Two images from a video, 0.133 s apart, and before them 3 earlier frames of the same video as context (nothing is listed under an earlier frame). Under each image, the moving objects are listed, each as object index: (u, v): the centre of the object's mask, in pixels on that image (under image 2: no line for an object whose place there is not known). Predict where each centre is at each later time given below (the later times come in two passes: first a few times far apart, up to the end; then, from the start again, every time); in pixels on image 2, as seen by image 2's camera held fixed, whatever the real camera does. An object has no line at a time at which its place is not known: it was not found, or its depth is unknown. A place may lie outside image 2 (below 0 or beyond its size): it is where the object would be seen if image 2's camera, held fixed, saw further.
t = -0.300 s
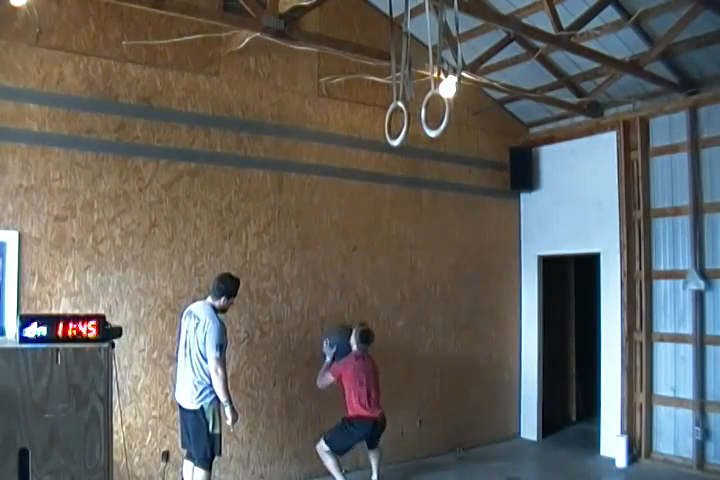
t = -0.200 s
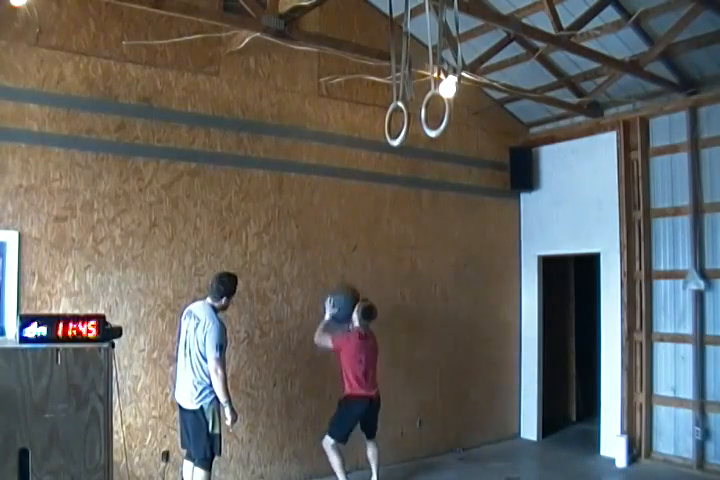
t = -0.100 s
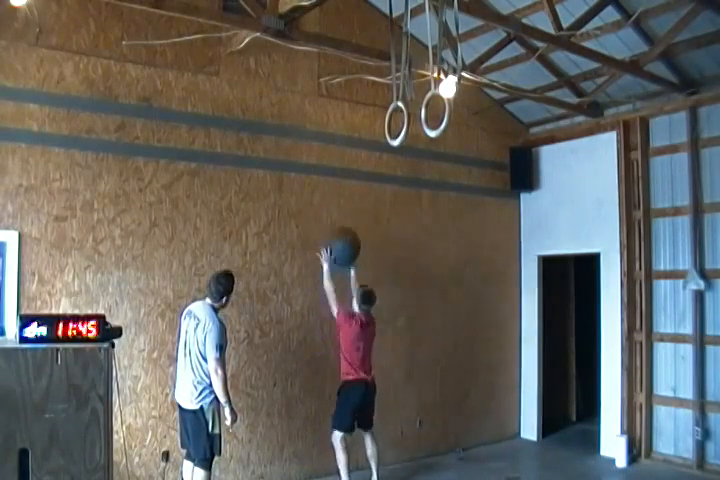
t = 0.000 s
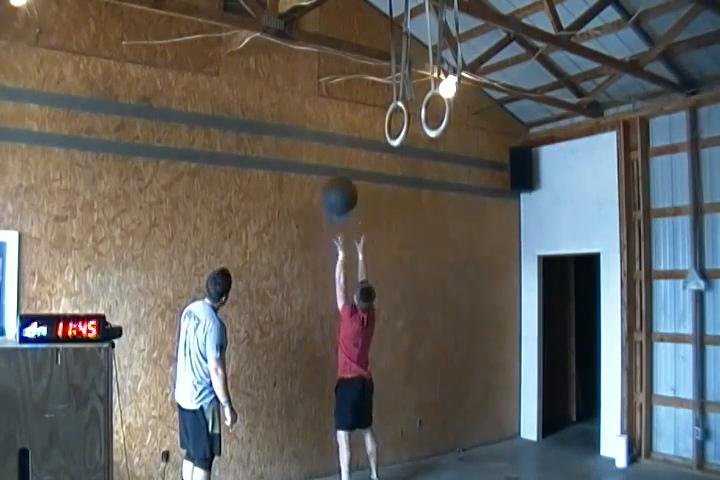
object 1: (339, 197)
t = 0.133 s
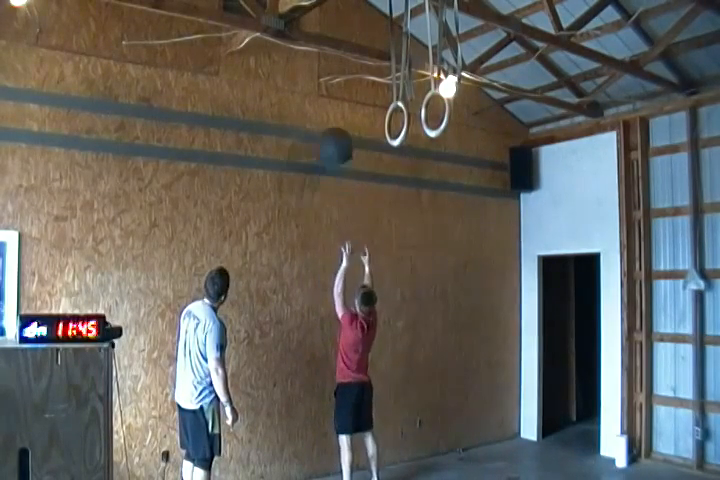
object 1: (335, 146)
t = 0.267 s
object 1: (332, 119)
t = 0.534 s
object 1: (333, 121)
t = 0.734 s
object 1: (337, 173)
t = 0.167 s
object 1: (334, 138)
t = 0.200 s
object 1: (334, 130)
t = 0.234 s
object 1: (333, 124)
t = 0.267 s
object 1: (332, 119)
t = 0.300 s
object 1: (330, 116)
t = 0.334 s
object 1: (329, 112)
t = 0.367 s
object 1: (330, 111)
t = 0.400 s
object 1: (329, 111)
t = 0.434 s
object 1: (330, 111)
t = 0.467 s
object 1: (331, 113)
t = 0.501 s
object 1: (332, 116)
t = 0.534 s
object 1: (333, 121)
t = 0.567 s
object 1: (333, 126)
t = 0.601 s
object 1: (334, 133)
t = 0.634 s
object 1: (335, 141)
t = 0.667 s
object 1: (336, 150)
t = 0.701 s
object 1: (336, 161)
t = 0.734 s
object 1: (337, 173)
